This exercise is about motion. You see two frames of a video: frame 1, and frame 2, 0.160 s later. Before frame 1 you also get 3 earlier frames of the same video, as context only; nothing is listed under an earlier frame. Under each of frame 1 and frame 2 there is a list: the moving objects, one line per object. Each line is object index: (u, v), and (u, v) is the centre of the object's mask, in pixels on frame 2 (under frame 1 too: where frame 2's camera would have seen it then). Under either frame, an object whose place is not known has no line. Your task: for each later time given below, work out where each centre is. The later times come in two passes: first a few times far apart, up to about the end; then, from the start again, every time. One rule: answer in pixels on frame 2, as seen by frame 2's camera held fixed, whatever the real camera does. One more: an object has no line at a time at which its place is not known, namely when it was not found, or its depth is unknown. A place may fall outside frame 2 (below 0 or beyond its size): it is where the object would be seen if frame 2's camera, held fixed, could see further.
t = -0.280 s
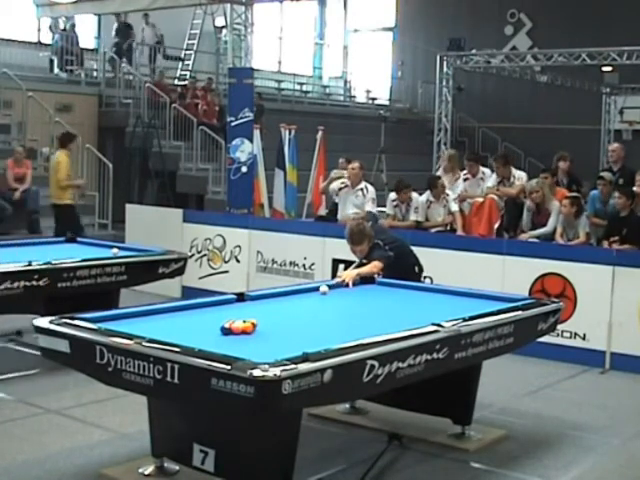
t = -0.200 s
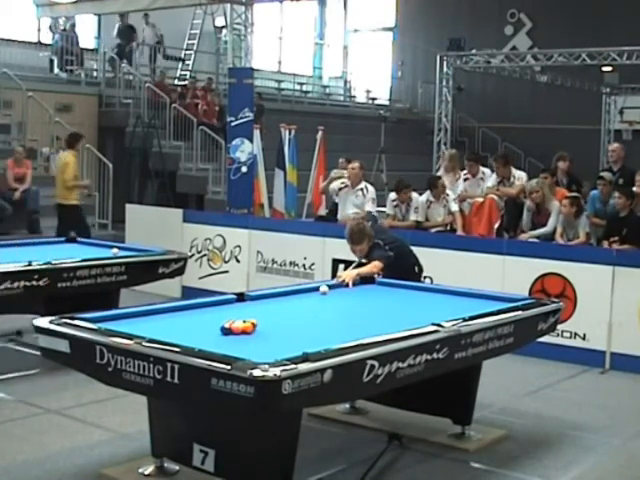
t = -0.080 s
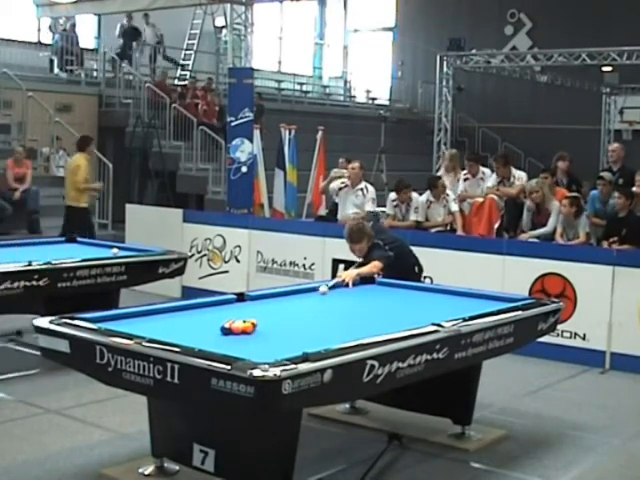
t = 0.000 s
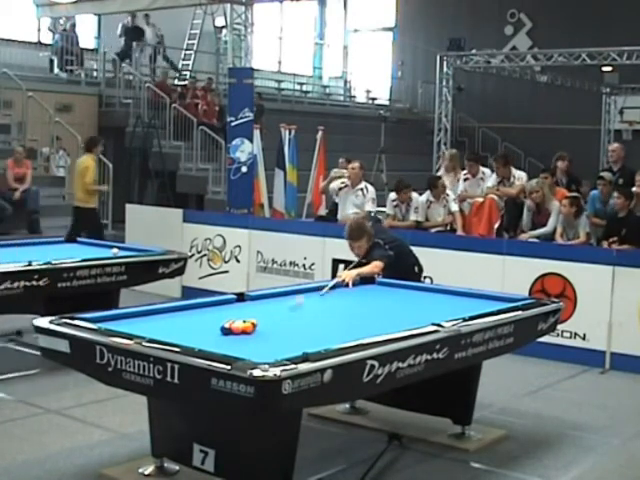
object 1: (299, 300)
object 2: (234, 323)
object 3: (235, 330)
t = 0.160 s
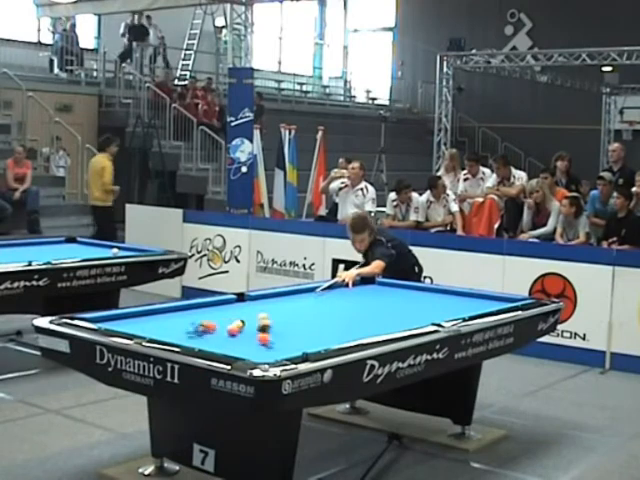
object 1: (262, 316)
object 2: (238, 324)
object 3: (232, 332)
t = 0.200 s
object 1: (267, 317)
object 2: (238, 324)
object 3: (231, 332)
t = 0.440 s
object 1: (287, 317)
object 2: (233, 324)
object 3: (218, 336)
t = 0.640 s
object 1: (298, 316)
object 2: (230, 323)
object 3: (209, 340)
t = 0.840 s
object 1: (309, 315)
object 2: (230, 324)
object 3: (200, 343)
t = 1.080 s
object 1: (321, 314)
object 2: (229, 326)
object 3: (204, 343)
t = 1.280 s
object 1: (331, 313)
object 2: (229, 326)
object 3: (218, 344)
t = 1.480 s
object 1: (339, 312)
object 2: (229, 326)
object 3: (230, 343)
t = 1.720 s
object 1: (349, 311)
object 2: (229, 326)
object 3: (244, 342)
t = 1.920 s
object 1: (357, 310)
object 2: (229, 326)
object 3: (254, 342)
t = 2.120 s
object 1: (364, 309)
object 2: (229, 326)
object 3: (264, 341)
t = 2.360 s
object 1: (372, 308)
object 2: (229, 326)
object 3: (275, 340)
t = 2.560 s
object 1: (378, 308)
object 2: (229, 326)
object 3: (283, 339)
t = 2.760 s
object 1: (383, 307)
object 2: (229, 326)
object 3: (290, 339)
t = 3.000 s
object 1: (389, 306)
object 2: (229, 326)
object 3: (298, 338)
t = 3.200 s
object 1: (394, 306)
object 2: (229, 326)
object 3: (304, 338)
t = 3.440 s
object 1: (398, 305)
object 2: (229, 326)
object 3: (311, 337)
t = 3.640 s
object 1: (401, 305)
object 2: (229, 326)
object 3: (315, 337)
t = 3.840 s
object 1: (404, 305)
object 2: (229, 326)
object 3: (319, 336)
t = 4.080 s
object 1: (407, 304)
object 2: (229, 326)
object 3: (324, 336)
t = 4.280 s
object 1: (408, 304)
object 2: (229, 326)
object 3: (327, 335)
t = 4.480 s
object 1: (411, 304)
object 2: (229, 326)
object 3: (329, 335)
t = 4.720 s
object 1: (412, 304)
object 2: (229, 326)
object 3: (331, 335)
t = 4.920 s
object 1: (412, 304)
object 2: (229, 326)
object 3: (332, 335)
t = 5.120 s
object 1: (413, 304)
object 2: (229, 326)
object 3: (332, 335)
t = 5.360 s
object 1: (413, 304)
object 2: (228, 326)
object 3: (333, 335)
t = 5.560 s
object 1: (413, 304)
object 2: (228, 326)
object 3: (333, 334)
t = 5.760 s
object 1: (413, 304)
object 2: (228, 326)
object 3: (333, 334)
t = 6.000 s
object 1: (413, 304)
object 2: (228, 326)
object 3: (333, 335)
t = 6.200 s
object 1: (413, 304)
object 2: (228, 326)
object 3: (333, 334)
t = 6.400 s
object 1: (413, 304)
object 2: (228, 326)
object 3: (333, 335)
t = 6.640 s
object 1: (413, 304)
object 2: (229, 326)
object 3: (333, 335)
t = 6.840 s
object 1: (413, 303)
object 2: (229, 326)
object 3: (333, 335)
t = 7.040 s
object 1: (413, 303)
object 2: (229, 326)
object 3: (333, 335)
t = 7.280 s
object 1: (413, 303)
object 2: (228, 326)
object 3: (333, 335)
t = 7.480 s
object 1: (413, 303)
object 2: (228, 326)
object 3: (333, 335)
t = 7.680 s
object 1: (413, 303)
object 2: (229, 326)
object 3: (333, 335)
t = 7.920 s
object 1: (413, 303)
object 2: (229, 326)
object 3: (333, 335)
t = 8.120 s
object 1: (413, 304)
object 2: (229, 326)
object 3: (333, 335)
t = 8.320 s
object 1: (413, 303)
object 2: (229, 326)
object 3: (333, 335)
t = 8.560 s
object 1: (413, 303)
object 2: (228, 326)
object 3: (333, 335)
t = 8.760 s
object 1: (413, 304)
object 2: (228, 326)
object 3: (333, 335)
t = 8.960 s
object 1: (413, 303)
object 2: (228, 326)
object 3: (333, 335)
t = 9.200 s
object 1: (413, 304)
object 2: (228, 326)
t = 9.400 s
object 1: (413, 304)
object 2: (228, 326)
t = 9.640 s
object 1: (413, 303)
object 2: (228, 326)
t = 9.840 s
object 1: (413, 304)
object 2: (228, 326)
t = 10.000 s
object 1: (413, 304)
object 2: (228, 326)
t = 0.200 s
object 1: (267, 317)
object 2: (238, 324)
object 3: (231, 332)
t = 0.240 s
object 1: (271, 318)
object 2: (237, 324)
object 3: (228, 333)
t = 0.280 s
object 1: (275, 319)
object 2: (236, 324)
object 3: (227, 333)
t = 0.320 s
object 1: (278, 318)
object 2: (235, 325)
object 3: (225, 333)
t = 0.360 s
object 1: (281, 318)
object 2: (234, 325)
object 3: (223, 334)
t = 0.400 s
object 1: (284, 318)
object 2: (233, 325)
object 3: (220, 335)
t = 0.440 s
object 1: (287, 317)
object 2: (233, 324)
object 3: (218, 336)
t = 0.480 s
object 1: (289, 317)
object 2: (232, 324)
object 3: (217, 337)
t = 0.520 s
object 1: (291, 317)
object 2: (232, 324)
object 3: (215, 338)
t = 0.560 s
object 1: (294, 317)
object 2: (231, 324)
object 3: (213, 339)
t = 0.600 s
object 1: (296, 316)
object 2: (230, 324)
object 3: (211, 339)
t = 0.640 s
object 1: (298, 316)
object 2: (230, 323)
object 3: (209, 340)
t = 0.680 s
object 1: (301, 316)
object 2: (230, 323)
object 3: (207, 340)
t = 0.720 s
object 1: (303, 316)
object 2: (229, 323)
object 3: (205, 341)
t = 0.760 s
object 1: (305, 316)
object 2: (229, 323)
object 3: (203, 341)
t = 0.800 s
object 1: (307, 315)
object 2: (230, 324)
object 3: (201, 342)
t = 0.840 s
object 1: (309, 315)
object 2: (230, 324)
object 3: (200, 343)
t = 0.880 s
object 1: (311, 315)
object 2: (231, 323)
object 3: (198, 343)
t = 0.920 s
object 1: (313, 315)
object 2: (230, 324)
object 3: (196, 344)
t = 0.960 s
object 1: (315, 315)
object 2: (229, 326)
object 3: (196, 344)
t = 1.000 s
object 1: (317, 314)
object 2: (229, 326)
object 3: (200, 344)
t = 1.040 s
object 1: (319, 314)
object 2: (229, 326)
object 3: (202, 344)
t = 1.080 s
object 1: (321, 314)
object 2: (229, 326)
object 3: (204, 343)
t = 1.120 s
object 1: (323, 313)
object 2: (229, 326)
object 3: (207, 344)
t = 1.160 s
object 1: (325, 313)
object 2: (229, 326)
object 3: (210, 344)
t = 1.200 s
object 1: (327, 313)
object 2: (229, 326)
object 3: (213, 344)
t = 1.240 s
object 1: (329, 313)
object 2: (229, 326)
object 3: (215, 344)
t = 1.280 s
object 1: (331, 313)
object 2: (229, 326)
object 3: (218, 344)
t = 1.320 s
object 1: (332, 313)
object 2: (229, 325)
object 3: (220, 344)
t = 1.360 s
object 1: (334, 312)
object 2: (229, 326)
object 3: (223, 344)
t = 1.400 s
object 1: (336, 312)
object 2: (229, 326)
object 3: (225, 344)
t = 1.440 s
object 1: (338, 312)
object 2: (229, 326)
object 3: (228, 344)
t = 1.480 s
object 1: (339, 312)
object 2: (229, 326)
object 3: (230, 343)
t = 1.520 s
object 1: (341, 312)
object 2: (229, 326)
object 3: (233, 344)
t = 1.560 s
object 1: (343, 311)
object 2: (229, 326)
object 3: (235, 343)
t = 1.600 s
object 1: (345, 311)
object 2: (229, 326)
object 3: (237, 343)
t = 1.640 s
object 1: (346, 311)
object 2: (229, 326)
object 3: (240, 343)
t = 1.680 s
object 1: (348, 311)
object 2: (229, 326)
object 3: (242, 343)
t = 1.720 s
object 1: (349, 311)
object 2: (229, 326)
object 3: (244, 342)
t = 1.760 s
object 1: (351, 311)
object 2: (229, 326)
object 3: (246, 342)
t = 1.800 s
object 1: (352, 310)
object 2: (229, 326)
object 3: (248, 342)
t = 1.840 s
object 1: (354, 310)
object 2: (229, 326)
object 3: (250, 342)
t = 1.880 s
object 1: (355, 310)
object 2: (229, 326)
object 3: (252, 342)
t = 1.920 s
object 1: (357, 310)
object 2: (229, 326)
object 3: (254, 342)
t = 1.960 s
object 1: (358, 310)
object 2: (229, 326)
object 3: (256, 342)
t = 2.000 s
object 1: (360, 310)
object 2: (229, 326)
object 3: (258, 341)
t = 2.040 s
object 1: (361, 310)
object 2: (229, 326)
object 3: (260, 341)
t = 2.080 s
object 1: (362, 310)
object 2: (229, 326)
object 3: (262, 341)
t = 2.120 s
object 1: (364, 309)
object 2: (229, 326)
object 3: (264, 341)
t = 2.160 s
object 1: (365, 309)
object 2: (229, 326)
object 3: (266, 341)
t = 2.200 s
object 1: (367, 309)
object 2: (229, 326)
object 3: (267, 341)
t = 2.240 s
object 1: (368, 309)
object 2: (229, 326)
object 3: (269, 340)
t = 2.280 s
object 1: (369, 309)
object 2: (229, 326)
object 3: (271, 340)
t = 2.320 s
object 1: (371, 308)
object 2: (229, 326)
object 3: (273, 340)
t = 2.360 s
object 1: (372, 308)
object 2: (229, 326)
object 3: (275, 340)
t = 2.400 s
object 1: (374, 308)
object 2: (229, 326)
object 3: (276, 340)
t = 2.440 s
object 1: (374, 307)
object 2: (229, 326)
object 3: (278, 340)
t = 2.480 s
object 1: (375, 307)
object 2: (229, 326)
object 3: (280, 339)
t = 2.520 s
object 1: (377, 308)
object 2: (229, 326)
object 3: (281, 339)
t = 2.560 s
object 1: (378, 308)
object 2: (229, 326)
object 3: (283, 339)
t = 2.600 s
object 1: (379, 308)
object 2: (229, 326)
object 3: (284, 339)
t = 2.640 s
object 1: (380, 307)
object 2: (229, 326)
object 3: (286, 339)
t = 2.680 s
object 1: (381, 307)
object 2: (229, 326)
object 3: (287, 339)
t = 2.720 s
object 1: (382, 307)
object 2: (229, 326)
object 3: (289, 339)
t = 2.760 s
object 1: (383, 307)
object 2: (229, 326)
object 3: (290, 339)
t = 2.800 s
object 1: (384, 307)
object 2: (229, 326)
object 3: (292, 339)
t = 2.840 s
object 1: (385, 307)
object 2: (229, 326)
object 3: (293, 339)
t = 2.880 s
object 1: (386, 307)
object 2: (229, 326)
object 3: (294, 339)
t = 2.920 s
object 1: (387, 307)
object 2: (229, 326)
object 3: (296, 339)
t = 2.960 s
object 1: (388, 306)
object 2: (229, 326)
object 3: (297, 339)
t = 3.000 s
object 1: (389, 306)
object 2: (229, 326)
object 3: (298, 338)
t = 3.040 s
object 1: (390, 306)
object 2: (229, 326)
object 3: (300, 338)
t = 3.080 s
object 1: (391, 306)
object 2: (229, 326)
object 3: (301, 338)
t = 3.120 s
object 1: (392, 306)
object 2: (229, 326)
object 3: (302, 338)
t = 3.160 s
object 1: (393, 306)
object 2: (229, 326)
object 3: (303, 338)
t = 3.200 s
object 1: (394, 306)
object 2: (229, 326)
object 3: (304, 338)
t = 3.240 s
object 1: (394, 306)
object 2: (229, 326)
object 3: (306, 338)
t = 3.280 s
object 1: (395, 306)
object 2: (229, 326)
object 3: (307, 338)
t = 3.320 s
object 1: (395, 306)
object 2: (229, 326)
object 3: (308, 338)
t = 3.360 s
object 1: (396, 306)
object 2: (229, 326)
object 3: (309, 337)
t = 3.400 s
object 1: (398, 305)
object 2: (229, 326)
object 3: (310, 337)
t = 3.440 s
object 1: (398, 305)
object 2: (229, 326)
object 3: (311, 337)
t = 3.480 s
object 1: (399, 305)
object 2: (229, 326)
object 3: (312, 337)
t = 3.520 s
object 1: (399, 305)
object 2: (229, 326)
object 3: (313, 337)
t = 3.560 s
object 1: (400, 305)
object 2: (229, 326)
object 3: (313, 337)
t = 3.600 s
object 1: (401, 305)
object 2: (229, 326)
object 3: (314, 336)
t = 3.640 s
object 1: (401, 305)
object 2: (229, 326)
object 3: (315, 337)
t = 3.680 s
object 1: (402, 305)
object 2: (229, 326)
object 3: (316, 336)
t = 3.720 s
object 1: (402, 305)
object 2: (229, 326)
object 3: (317, 336)
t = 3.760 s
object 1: (403, 305)
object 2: (229, 326)
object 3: (318, 336)
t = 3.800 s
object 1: (403, 305)
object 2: (229, 326)
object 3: (319, 336)
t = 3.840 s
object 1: (404, 305)
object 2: (229, 326)
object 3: (319, 336)
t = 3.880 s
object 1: (404, 305)
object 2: (229, 326)
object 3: (320, 336)
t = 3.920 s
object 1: (405, 305)
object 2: (228, 326)
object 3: (321, 336)
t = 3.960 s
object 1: (405, 305)
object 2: (229, 326)
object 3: (322, 336)
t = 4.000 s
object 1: (406, 305)
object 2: (229, 326)
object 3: (323, 336)
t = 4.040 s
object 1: (406, 305)
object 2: (229, 326)
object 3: (323, 336)
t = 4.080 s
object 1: (407, 304)
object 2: (229, 326)
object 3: (324, 336)
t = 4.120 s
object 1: (407, 304)
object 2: (229, 326)
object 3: (325, 336)
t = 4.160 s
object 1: (408, 304)
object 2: (229, 326)
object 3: (325, 336)
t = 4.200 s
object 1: (408, 304)
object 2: (229, 326)
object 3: (326, 335)
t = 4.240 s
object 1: (408, 304)
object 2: (229, 326)
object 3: (327, 335)
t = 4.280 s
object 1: (408, 304)
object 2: (229, 326)
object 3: (327, 335)
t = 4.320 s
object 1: (409, 304)
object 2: (229, 326)
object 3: (328, 335)
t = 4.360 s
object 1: (410, 304)
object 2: (229, 326)
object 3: (328, 335)
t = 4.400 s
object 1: (410, 304)
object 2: (229, 326)
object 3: (329, 335)
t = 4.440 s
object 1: (410, 304)
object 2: (229, 326)
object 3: (329, 335)
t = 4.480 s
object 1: (411, 304)
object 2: (229, 326)
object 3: (329, 335)
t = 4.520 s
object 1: (411, 304)
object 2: (229, 326)
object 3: (330, 335)
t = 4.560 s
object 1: (411, 304)
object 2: (229, 326)
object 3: (330, 335)
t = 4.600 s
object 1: (411, 304)
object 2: (229, 326)
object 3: (330, 335)
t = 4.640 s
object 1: (411, 304)
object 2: (229, 326)
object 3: (331, 335)
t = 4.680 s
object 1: (412, 304)
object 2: (229, 326)
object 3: (331, 335)
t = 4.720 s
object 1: (412, 304)
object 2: (229, 326)
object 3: (331, 335)
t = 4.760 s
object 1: (412, 304)
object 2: (229, 326)
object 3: (332, 335)
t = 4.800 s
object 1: (412, 304)
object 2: (229, 326)
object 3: (332, 335)
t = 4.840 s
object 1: (412, 304)
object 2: (229, 326)
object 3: (332, 335)
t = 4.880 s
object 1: (412, 304)
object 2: (229, 326)
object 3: (332, 335)
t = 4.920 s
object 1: (412, 304)
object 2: (229, 326)
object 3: (332, 335)
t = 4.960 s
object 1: (413, 304)
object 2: (229, 326)
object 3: (332, 335)
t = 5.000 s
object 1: (413, 304)
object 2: (229, 326)
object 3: (332, 335)
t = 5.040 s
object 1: (413, 304)
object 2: (229, 326)
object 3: (333, 335)
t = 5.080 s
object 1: (413, 304)
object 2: (229, 326)
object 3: (333, 335)
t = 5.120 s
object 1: (413, 304)
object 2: (229, 326)
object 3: (332, 335)
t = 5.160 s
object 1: (413, 304)
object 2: (229, 326)
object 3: (333, 335)
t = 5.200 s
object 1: (413, 304)
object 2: (229, 326)
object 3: (333, 335)
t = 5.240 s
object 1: (413, 304)
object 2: (228, 326)
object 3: (333, 335)
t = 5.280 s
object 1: (413, 304)
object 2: (228, 326)
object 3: (333, 334)
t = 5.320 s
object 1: (413, 304)
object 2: (228, 326)
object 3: (333, 335)
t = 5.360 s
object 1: (413, 304)
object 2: (228, 326)
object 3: (333, 335)
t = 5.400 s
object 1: (413, 304)
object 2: (228, 326)
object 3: (333, 334)
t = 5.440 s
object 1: (413, 304)
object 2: (228, 326)
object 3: (333, 335)
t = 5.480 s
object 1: (413, 304)
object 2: (228, 326)
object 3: (333, 335)
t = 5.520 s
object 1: (413, 304)
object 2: (228, 326)
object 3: (333, 335)
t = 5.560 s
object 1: (413, 304)
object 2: (228, 326)
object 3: (333, 334)
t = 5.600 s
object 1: (413, 304)
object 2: (228, 326)
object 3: (333, 335)
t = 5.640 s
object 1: (413, 304)
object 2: (228, 326)
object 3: (333, 334)
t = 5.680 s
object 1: (413, 304)
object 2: (228, 326)
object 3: (333, 334)
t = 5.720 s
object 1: (413, 304)
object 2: (228, 326)
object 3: (333, 335)
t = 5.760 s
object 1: (413, 304)
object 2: (228, 326)
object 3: (333, 334)
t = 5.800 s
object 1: (413, 304)
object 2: (228, 326)
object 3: (333, 335)
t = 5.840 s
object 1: (413, 304)
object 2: (228, 326)
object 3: (333, 335)
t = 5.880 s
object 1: (413, 304)
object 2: (228, 326)
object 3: (333, 334)
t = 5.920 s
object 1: (413, 304)
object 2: (228, 326)
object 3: (333, 335)
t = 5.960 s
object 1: (413, 304)
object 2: (228, 326)
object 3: (333, 335)
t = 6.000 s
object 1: (413, 304)
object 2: (228, 326)
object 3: (333, 335)
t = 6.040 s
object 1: (413, 304)
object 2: (228, 326)
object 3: (333, 335)
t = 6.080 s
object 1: (413, 304)
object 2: (228, 326)
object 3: (333, 334)
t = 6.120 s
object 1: (413, 304)
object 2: (228, 326)
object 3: (333, 335)
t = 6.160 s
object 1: (413, 304)
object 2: (228, 326)
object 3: (333, 335)
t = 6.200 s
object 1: (413, 304)
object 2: (228, 326)
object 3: (333, 334)
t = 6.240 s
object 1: (413, 304)
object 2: (228, 326)
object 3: (333, 335)
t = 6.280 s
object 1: (413, 304)
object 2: (228, 326)
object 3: (333, 334)
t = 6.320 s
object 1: (413, 304)
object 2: (228, 326)
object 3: (333, 335)
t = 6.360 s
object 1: (413, 304)
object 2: (228, 326)
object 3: (333, 335)
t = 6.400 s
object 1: (413, 304)
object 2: (228, 326)
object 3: (333, 335)
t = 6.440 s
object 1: (413, 303)
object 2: (228, 326)
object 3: (333, 335)
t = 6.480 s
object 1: (413, 304)
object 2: (228, 326)
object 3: (333, 334)
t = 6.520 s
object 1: (413, 303)
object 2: (228, 326)
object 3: (333, 335)
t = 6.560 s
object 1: (413, 304)
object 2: (228, 326)
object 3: (333, 335)
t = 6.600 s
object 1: (413, 303)
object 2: (229, 326)
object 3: (333, 335)
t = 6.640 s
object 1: (413, 304)
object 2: (229, 326)
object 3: (333, 335)
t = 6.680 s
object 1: (413, 304)
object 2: (229, 326)
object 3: (333, 335)
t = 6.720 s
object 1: (413, 304)
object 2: (229, 326)
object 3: (333, 335)
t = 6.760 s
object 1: (413, 304)
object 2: (229, 326)
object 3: (333, 335)
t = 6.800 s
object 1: (413, 303)
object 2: (229, 326)
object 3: (333, 335)
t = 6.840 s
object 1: (413, 303)
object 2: (229, 326)
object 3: (333, 335)
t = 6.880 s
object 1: (413, 303)
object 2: (228, 326)
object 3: (333, 335)
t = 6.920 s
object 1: (413, 304)
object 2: (229, 326)
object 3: (333, 335)
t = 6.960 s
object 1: (413, 304)
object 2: (228, 326)
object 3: (333, 335)
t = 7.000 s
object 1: (413, 303)
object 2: (229, 326)
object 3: (333, 335)
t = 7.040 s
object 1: (413, 303)
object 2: (229, 326)
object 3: (333, 335)
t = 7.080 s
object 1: (413, 303)
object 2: (228, 326)
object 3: (333, 335)
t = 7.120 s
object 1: (413, 304)
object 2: (228, 326)
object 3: (333, 335)
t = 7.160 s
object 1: (413, 304)
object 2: (228, 326)
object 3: (333, 335)
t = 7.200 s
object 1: (413, 304)
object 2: (228, 326)
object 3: (333, 335)
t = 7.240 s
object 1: (413, 304)
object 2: (228, 326)
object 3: (333, 335)
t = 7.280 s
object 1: (413, 303)
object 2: (228, 326)
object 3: (333, 335)
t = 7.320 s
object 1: (413, 304)
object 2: (228, 326)
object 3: (333, 335)
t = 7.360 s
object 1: (413, 304)
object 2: (228, 326)
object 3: (333, 335)
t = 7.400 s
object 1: (413, 303)
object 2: (228, 326)
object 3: (333, 335)
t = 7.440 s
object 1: (413, 304)
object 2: (228, 326)
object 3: (333, 335)
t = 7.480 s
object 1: (413, 303)
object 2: (228, 326)
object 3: (333, 335)
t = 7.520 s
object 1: (413, 303)
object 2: (228, 326)
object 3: (333, 335)
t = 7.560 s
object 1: (413, 303)
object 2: (228, 326)
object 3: (333, 335)
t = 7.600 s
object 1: (413, 304)
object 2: (229, 326)
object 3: (333, 335)
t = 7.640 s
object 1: (413, 303)
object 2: (229, 326)
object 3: (333, 335)
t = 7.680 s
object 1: (413, 303)
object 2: (229, 326)
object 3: (333, 335)
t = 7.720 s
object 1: (413, 303)
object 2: (229, 326)
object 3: (333, 335)
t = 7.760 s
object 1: (413, 303)
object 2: (229, 326)
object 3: (333, 335)
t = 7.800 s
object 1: (413, 303)
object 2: (229, 326)
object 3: (333, 335)
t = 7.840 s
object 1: (413, 304)
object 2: (229, 326)
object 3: (333, 335)
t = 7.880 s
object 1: (413, 303)
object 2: (229, 326)
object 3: (333, 335)
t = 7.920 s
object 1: (413, 303)
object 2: (229, 326)
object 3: (333, 335)
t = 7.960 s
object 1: (413, 304)
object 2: (229, 326)
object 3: (333, 335)
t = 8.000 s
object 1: (413, 303)
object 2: (229, 326)
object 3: (333, 335)
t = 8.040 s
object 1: (413, 304)
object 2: (228, 326)
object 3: (333, 335)
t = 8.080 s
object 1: (413, 303)
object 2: (229, 326)
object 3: (333, 335)
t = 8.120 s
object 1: (413, 304)
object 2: (229, 326)
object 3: (333, 335)
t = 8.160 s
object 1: (413, 303)
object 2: (228, 326)
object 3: (333, 335)
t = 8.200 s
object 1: (413, 304)
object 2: (228, 326)
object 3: (333, 335)
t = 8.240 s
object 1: (413, 303)
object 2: (228, 326)
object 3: (333, 335)
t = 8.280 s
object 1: (413, 303)
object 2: (229, 326)
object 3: (333, 335)
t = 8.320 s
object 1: (413, 303)
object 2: (229, 326)
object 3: (333, 335)
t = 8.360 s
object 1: (413, 303)
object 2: (228, 326)
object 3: (333, 334)
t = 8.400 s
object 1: (413, 303)
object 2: (229, 326)
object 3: (333, 335)
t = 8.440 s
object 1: (413, 303)
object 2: (229, 326)
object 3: (333, 335)
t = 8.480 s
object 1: (413, 303)
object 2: (229, 326)
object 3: (333, 335)
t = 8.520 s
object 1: (413, 304)
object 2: (229, 326)
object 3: (333, 335)
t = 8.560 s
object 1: (413, 303)
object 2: (228, 326)
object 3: (333, 335)
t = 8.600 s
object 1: (413, 304)
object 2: (228, 326)
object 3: (333, 335)
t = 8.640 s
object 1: (413, 304)
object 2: (228, 326)
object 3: (333, 335)
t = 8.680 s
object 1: (413, 304)
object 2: (228, 326)
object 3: (333, 335)
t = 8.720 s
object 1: (413, 303)
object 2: (228, 326)
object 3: (333, 335)
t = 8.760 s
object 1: (413, 304)
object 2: (228, 326)
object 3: (333, 335)
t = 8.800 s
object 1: (413, 303)
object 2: (228, 326)
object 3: (333, 335)
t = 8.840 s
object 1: (413, 304)
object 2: (228, 326)
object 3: (333, 335)
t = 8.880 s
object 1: (413, 304)
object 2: (228, 326)
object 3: (333, 335)
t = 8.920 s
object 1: (413, 303)
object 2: (228, 326)
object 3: (333, 335)
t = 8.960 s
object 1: (413, 303)
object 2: (228, 326)
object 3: (333, 335)
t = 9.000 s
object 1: (413, 304)
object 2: (228, 326)
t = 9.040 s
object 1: (413, 304)
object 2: (228, 326)
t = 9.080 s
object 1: (413, 304)
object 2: (228, 326)
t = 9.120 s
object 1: (413, 304)
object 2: (228, 326)
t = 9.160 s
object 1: (413, 304)
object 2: (228, 326)
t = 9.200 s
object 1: (413, 304)
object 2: (228, 326)
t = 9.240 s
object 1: (413, 303)
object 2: (228, 326)
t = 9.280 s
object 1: (413, 304)
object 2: (228, 326)
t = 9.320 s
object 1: (413, 304)
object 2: (228, 326)
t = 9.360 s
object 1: (413, 303)
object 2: (228, 326)
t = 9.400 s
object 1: (413, 304)
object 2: (228, 326)
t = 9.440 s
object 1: (413, 303)
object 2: (228, 326)
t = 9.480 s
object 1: (413, 304)
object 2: (228, 326)
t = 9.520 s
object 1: (413, 303)
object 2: (228, 326)
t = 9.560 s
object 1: (413, 304)
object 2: (228, 326)
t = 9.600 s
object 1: (413, 304)
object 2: (228, 326)
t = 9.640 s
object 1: (413, 303)
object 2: (228, 326)
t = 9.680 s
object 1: (413, 303)
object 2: (228, 326)
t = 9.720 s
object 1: (413, 304)
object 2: (228, 326)
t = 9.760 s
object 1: (413, 304)
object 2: (228, 326)
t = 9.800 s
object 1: (413, 304)
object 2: (228, 326)
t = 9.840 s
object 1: (413, 304)
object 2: (228, 326)
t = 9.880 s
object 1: (413, 304)
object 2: (228, 326)
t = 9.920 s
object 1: (413, 304)
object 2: (228, 326)
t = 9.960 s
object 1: (413, 304)
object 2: (228, 326)
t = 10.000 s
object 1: (413, 304)
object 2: (228, 326)
